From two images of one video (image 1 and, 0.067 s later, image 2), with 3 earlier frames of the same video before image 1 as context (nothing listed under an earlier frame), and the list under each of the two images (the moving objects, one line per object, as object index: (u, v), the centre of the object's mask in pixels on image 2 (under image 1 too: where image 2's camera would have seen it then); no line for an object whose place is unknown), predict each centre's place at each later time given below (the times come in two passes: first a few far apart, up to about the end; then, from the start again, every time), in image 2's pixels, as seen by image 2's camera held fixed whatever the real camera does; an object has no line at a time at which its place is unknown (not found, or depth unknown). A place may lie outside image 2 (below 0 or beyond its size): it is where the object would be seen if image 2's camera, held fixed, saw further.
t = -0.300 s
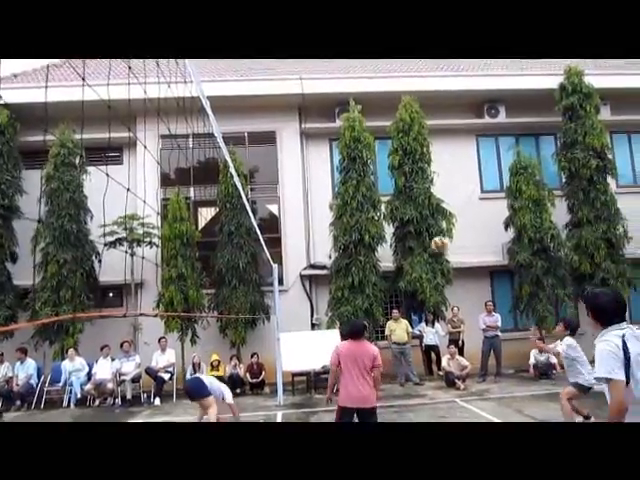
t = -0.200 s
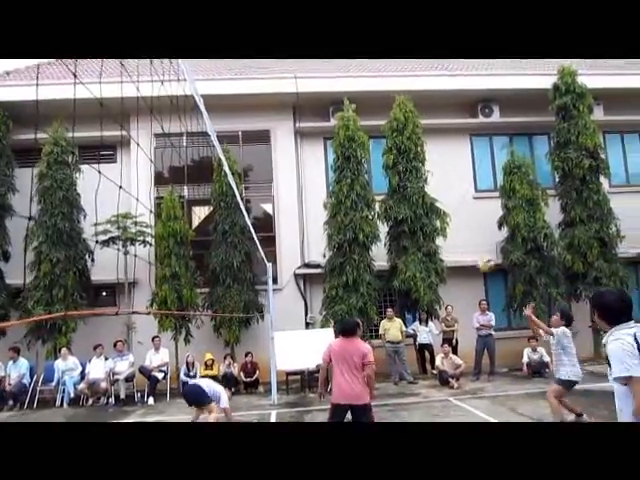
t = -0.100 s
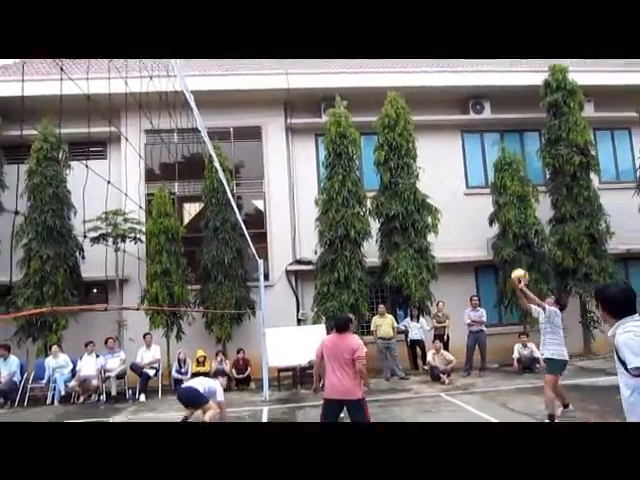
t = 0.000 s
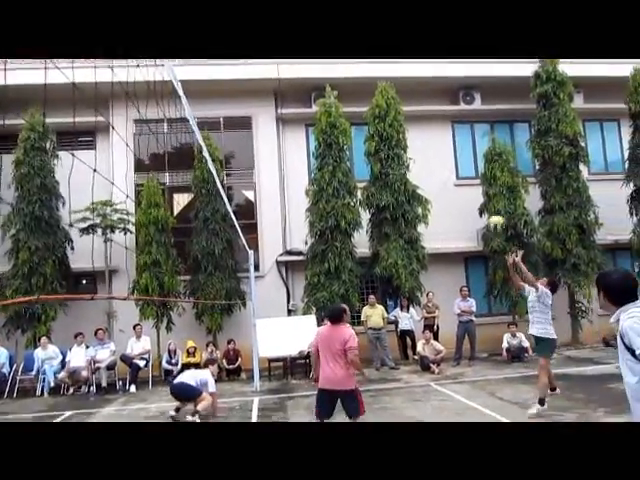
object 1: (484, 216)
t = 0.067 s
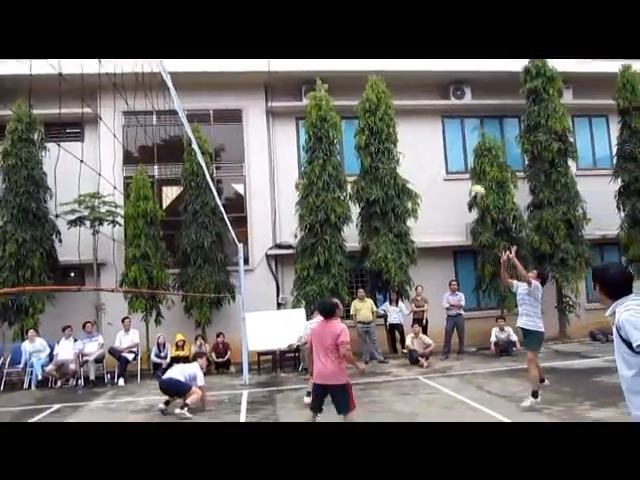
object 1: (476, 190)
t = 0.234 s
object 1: (456, 146)
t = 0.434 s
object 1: (433, 116)
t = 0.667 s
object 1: (407, 121)
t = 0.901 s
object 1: (383, 174)
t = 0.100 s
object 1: (472, 182)
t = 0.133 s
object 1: (469, 171)
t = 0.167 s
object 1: (465, 162)
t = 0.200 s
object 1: (460, 154)
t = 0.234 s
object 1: (456, 146)
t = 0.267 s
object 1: (452, 139)
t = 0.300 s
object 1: (447, 133)
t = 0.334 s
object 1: (444, 127)
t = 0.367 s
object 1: (440, 123)
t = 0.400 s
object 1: (436, 119)
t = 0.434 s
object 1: (433, 116)
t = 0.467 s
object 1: (429, 114)
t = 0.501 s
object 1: (425, 113)
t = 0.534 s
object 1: (422, 113)
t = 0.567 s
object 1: (418, 113)
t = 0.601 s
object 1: (414, 115)
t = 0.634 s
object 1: (411, 118)
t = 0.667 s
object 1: (407, 121)
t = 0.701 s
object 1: (405, 126)
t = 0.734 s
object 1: (402, 131)
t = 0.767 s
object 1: (398, 138)
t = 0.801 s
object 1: (394, 146)
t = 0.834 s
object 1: (390, 154)
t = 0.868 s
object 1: (387, 163)
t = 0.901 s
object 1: (383, 174)
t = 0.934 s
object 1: (380, 186)
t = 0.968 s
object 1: (377, 200)
